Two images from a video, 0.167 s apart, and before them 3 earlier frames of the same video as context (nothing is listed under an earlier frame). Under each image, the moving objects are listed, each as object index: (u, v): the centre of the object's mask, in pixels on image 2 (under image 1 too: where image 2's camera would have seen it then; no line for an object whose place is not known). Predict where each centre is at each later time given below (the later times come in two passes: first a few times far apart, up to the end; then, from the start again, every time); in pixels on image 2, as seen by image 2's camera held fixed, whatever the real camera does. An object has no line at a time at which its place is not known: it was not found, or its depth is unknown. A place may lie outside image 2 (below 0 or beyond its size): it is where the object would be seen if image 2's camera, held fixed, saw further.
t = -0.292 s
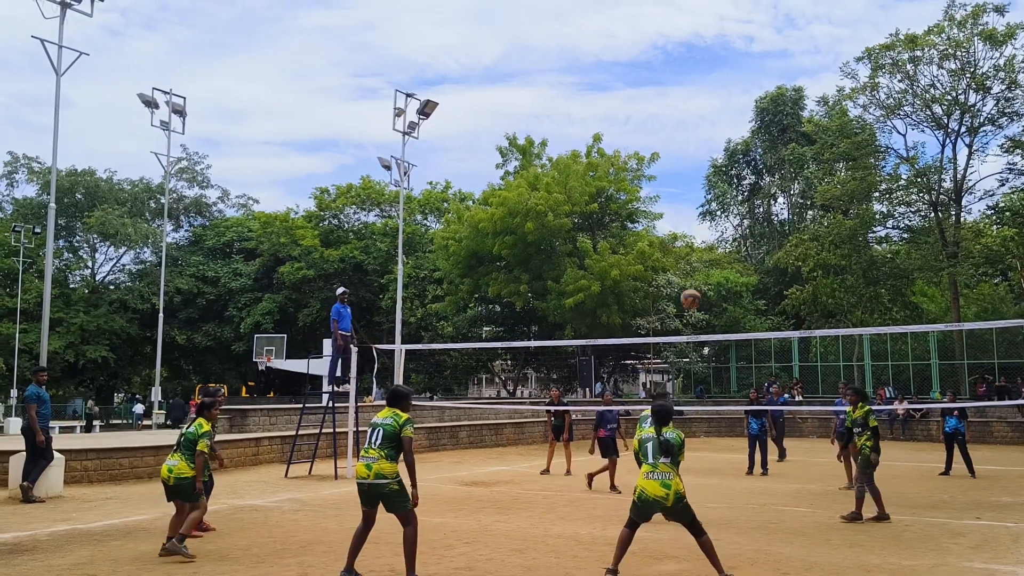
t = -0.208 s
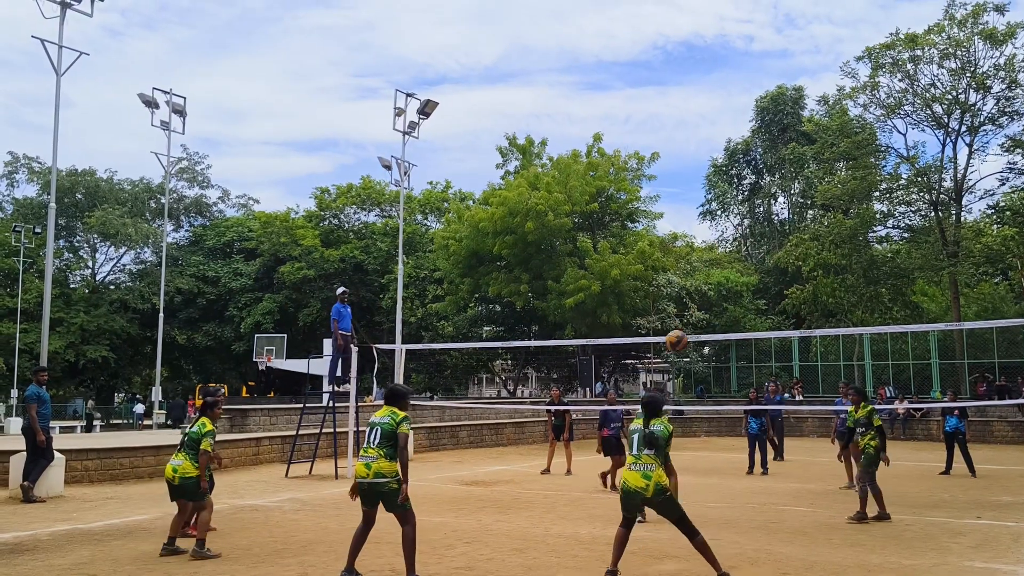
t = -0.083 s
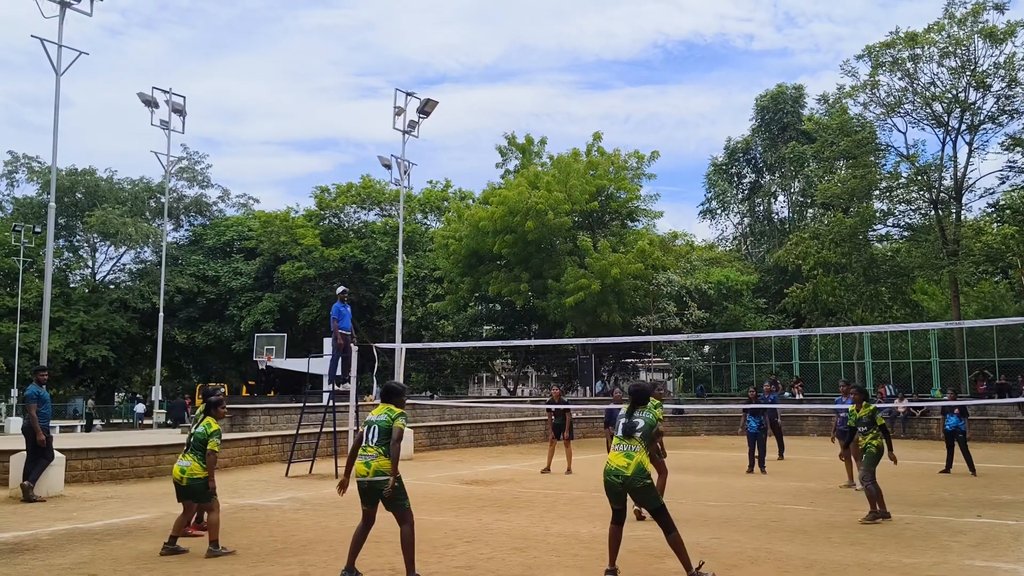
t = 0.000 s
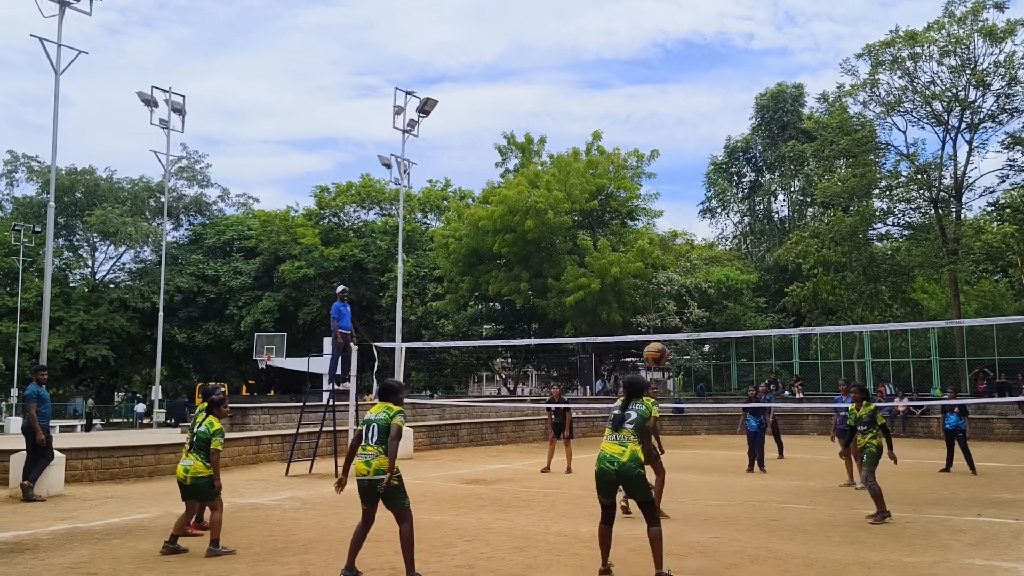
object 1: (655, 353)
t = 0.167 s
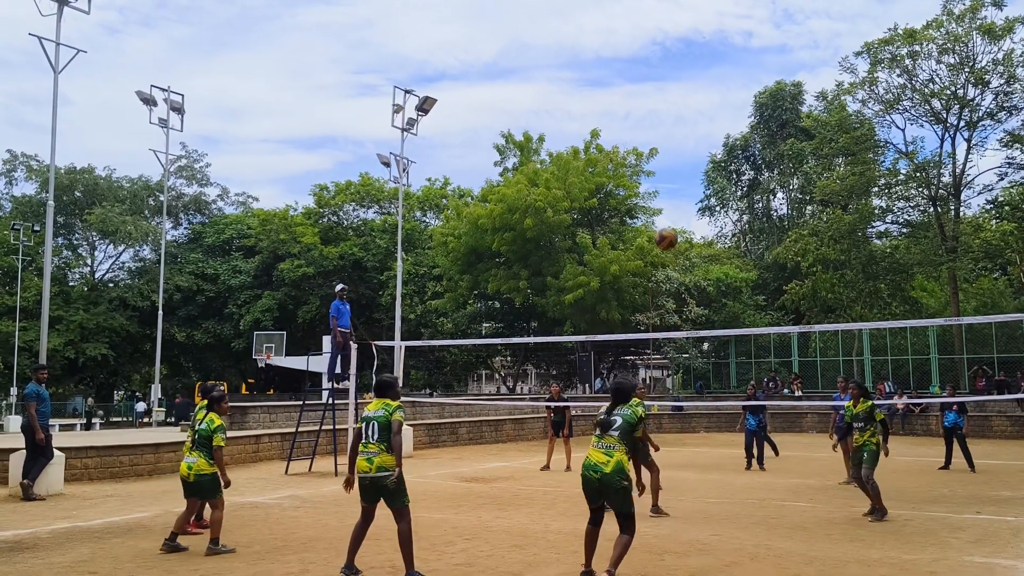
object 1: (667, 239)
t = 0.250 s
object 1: (671, 199)
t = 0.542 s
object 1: (690, 125)
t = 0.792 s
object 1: (705, 128)
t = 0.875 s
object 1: (711, 140)
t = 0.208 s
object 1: (669, 218)
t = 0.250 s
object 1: (671, 199)
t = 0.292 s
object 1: (674, 182)
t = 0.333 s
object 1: (677, 168)
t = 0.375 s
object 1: (680, 156)
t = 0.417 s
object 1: (683, 145)
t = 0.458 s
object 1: (685, 137)
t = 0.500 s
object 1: (688, 130)
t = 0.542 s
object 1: (690, 125)
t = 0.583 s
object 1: (693, 121)
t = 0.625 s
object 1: (695, 119)
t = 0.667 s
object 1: (698, 119)
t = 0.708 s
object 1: (700, 121)
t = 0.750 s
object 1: (703, 124)
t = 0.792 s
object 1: (705, 128)
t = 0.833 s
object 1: (708, 133)
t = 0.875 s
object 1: (711, 140)
